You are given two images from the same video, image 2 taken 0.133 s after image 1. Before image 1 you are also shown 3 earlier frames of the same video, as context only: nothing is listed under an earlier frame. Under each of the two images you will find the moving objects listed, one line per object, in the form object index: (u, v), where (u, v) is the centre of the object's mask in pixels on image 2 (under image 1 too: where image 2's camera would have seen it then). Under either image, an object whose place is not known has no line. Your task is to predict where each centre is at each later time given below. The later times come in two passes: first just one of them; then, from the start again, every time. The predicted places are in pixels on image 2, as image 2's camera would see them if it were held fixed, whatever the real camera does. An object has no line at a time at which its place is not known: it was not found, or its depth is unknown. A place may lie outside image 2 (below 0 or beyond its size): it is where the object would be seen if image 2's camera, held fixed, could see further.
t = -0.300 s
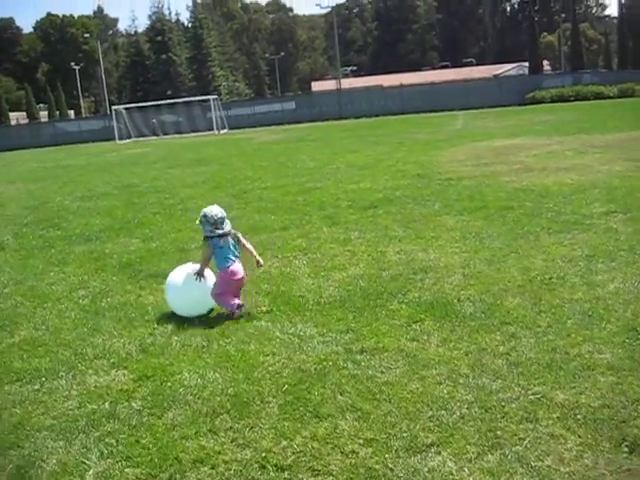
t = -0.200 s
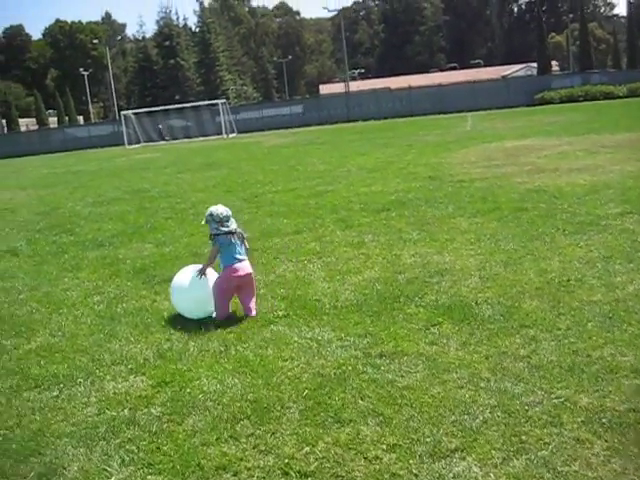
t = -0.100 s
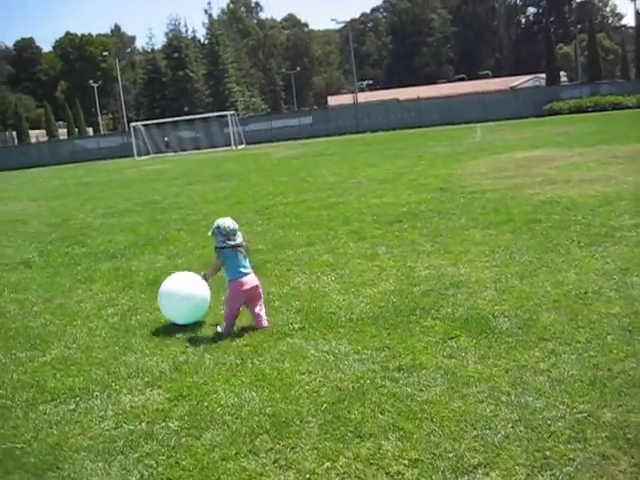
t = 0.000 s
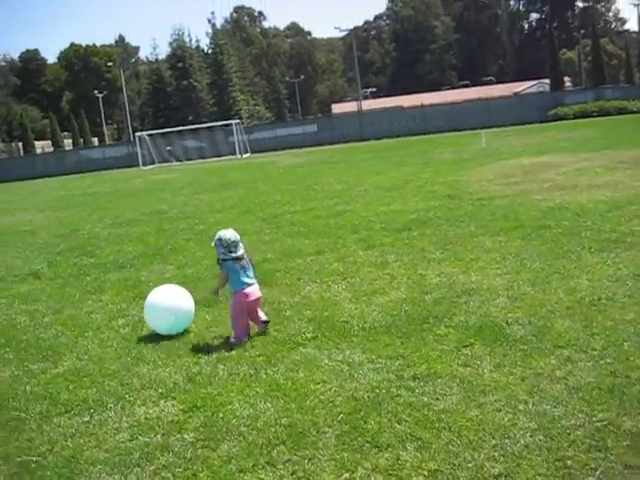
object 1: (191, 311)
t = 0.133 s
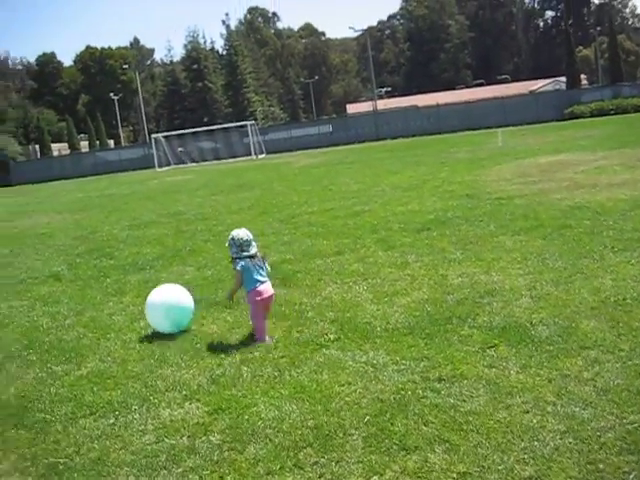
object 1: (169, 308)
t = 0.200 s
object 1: (161, 309)
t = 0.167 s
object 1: (165, 308)
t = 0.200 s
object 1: (161, 309)
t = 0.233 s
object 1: (156, 309)
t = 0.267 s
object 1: (152, 308)
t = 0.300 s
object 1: (148, 307)
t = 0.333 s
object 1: (144, 306)
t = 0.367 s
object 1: (140, 306)
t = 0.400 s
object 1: (137, 306)
